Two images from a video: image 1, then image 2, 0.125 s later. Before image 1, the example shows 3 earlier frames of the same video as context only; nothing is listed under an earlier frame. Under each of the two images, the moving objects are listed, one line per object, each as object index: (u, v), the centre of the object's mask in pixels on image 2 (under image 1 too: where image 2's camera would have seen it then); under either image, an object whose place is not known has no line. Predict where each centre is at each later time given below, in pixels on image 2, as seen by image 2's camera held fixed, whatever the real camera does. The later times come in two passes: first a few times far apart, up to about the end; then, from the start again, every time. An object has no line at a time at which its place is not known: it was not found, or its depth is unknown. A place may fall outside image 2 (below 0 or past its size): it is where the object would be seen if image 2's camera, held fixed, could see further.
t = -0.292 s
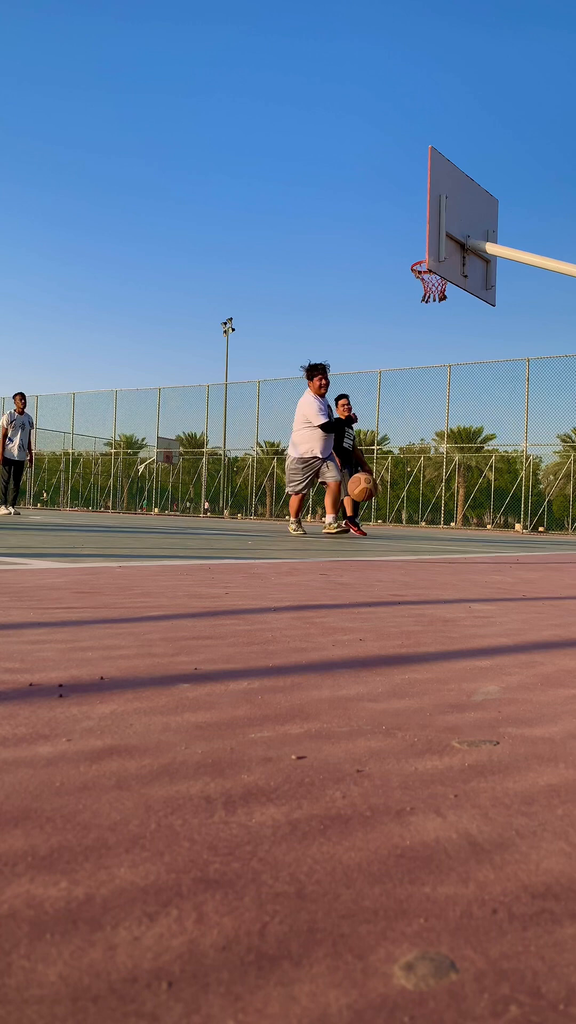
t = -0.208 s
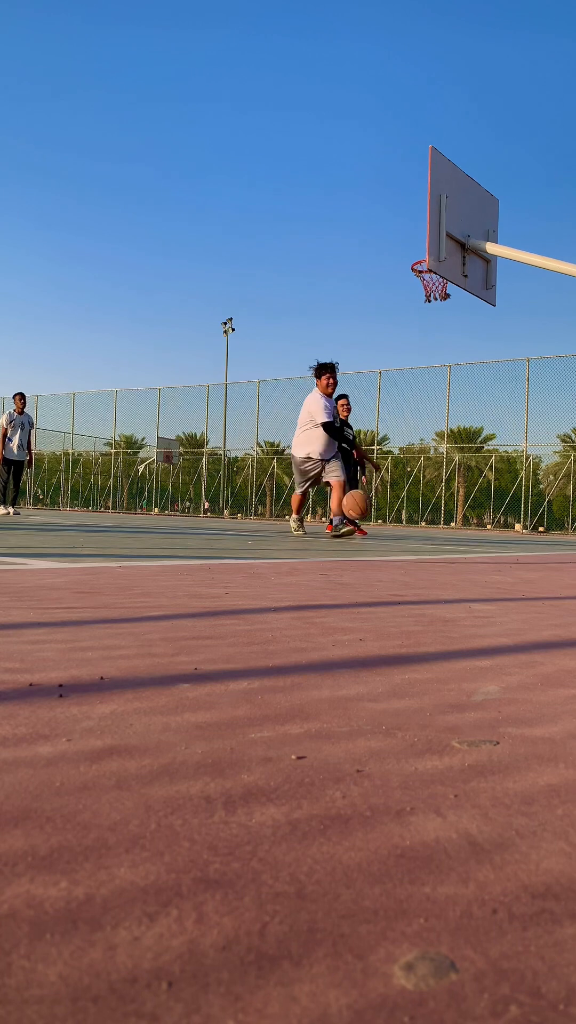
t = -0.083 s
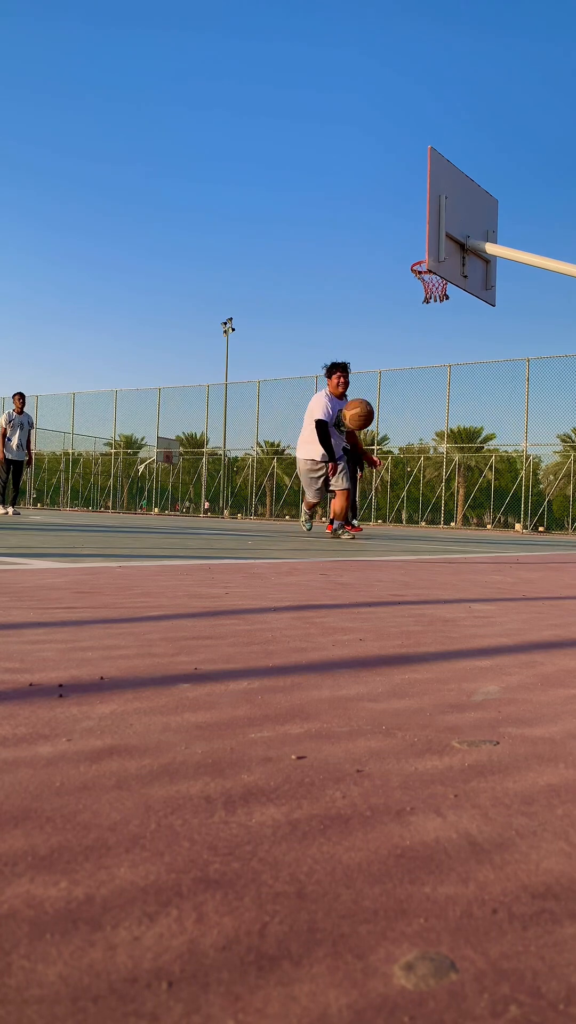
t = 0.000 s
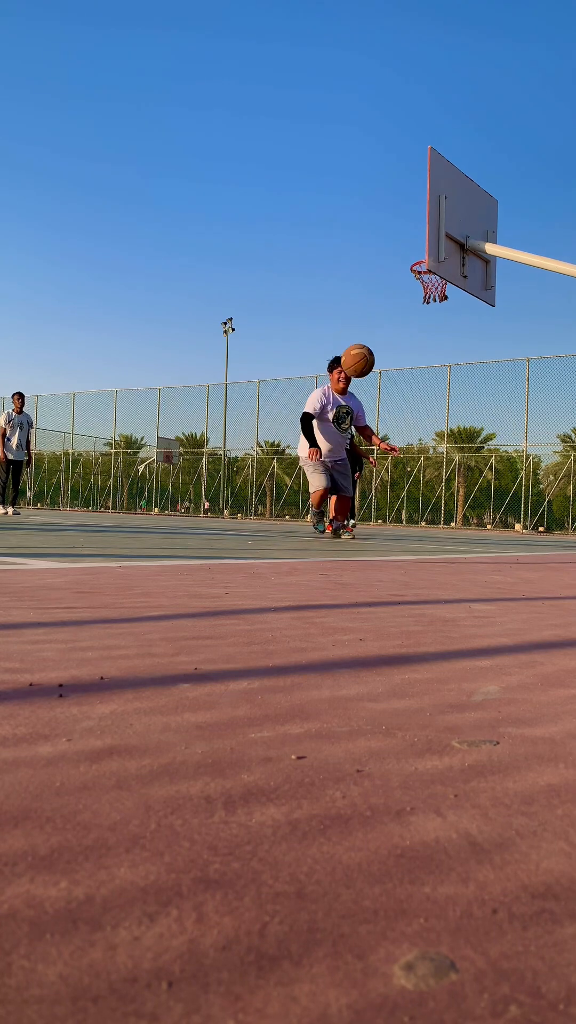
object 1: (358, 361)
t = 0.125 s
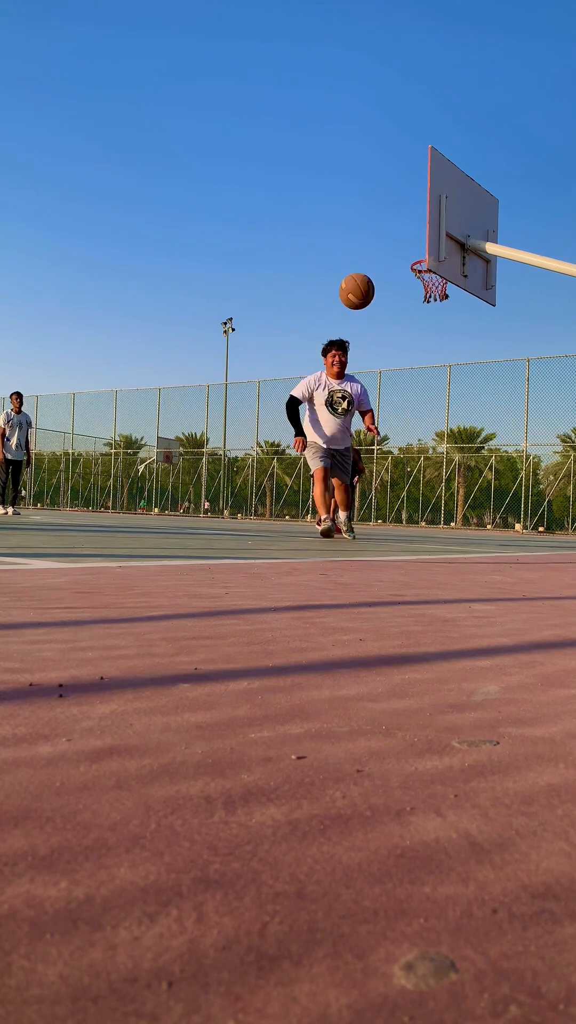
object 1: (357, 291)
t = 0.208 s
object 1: (355, 253)
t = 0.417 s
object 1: (348, 196)
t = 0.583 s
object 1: (338, 196)
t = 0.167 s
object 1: (356, 271)
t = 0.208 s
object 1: (355, 253)
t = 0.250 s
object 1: (354, 237)
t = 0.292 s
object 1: (353, 223)
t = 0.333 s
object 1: (351, 212)
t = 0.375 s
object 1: (349, 202)
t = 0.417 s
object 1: (348, 196)
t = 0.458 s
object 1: (346, 191)
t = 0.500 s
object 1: (344, 190)
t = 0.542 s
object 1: (341, 191)
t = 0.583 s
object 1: (338, 196)
